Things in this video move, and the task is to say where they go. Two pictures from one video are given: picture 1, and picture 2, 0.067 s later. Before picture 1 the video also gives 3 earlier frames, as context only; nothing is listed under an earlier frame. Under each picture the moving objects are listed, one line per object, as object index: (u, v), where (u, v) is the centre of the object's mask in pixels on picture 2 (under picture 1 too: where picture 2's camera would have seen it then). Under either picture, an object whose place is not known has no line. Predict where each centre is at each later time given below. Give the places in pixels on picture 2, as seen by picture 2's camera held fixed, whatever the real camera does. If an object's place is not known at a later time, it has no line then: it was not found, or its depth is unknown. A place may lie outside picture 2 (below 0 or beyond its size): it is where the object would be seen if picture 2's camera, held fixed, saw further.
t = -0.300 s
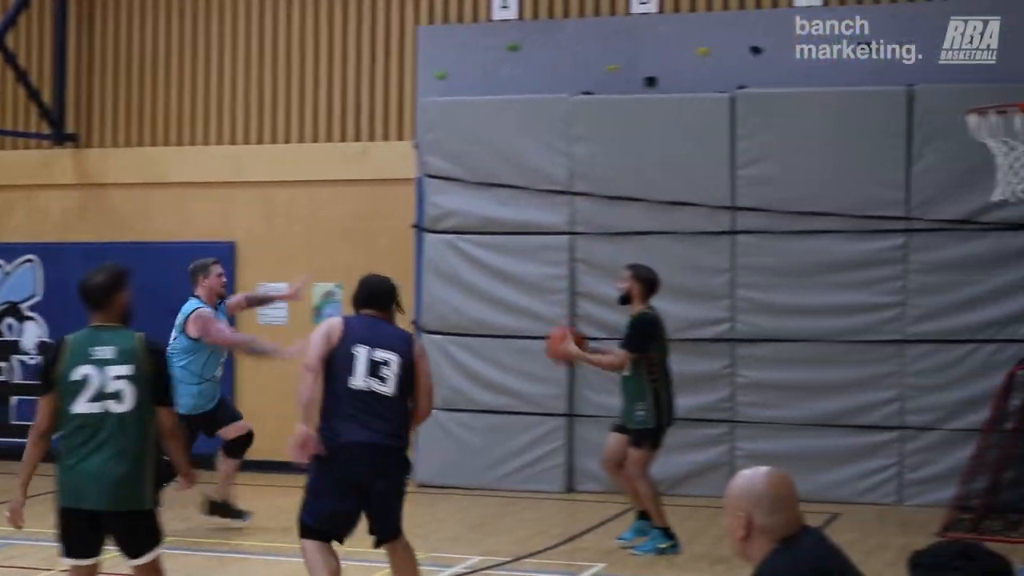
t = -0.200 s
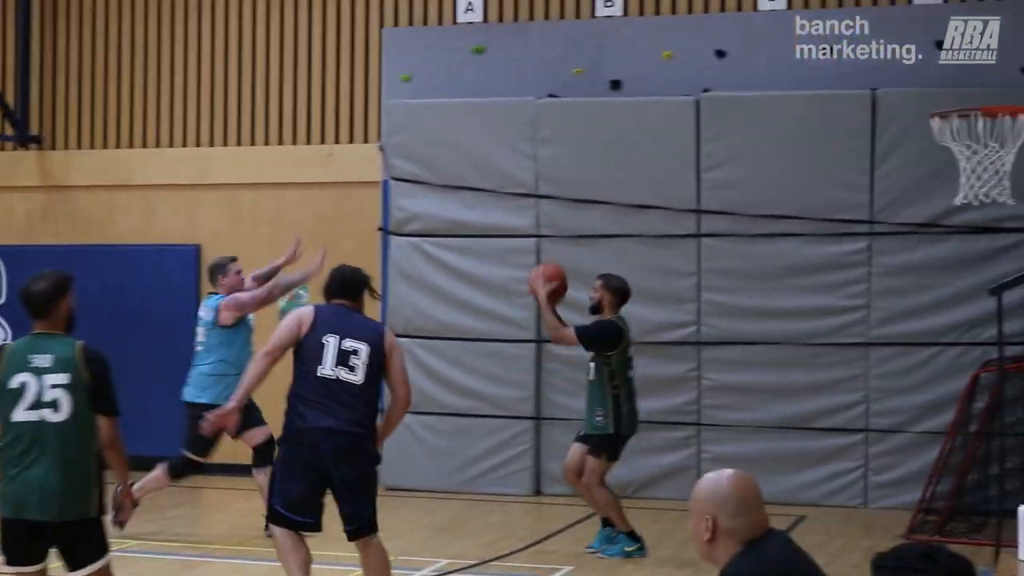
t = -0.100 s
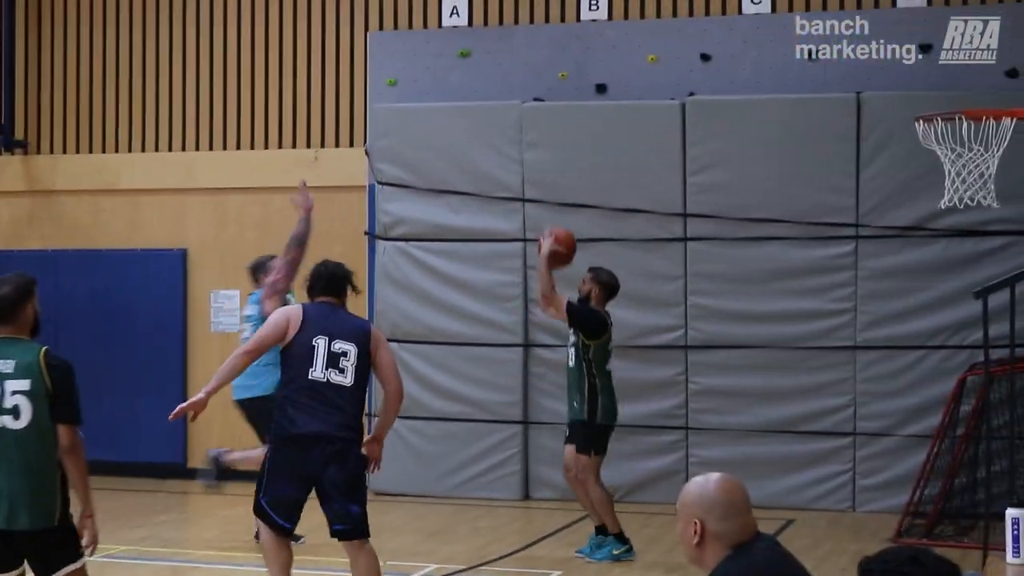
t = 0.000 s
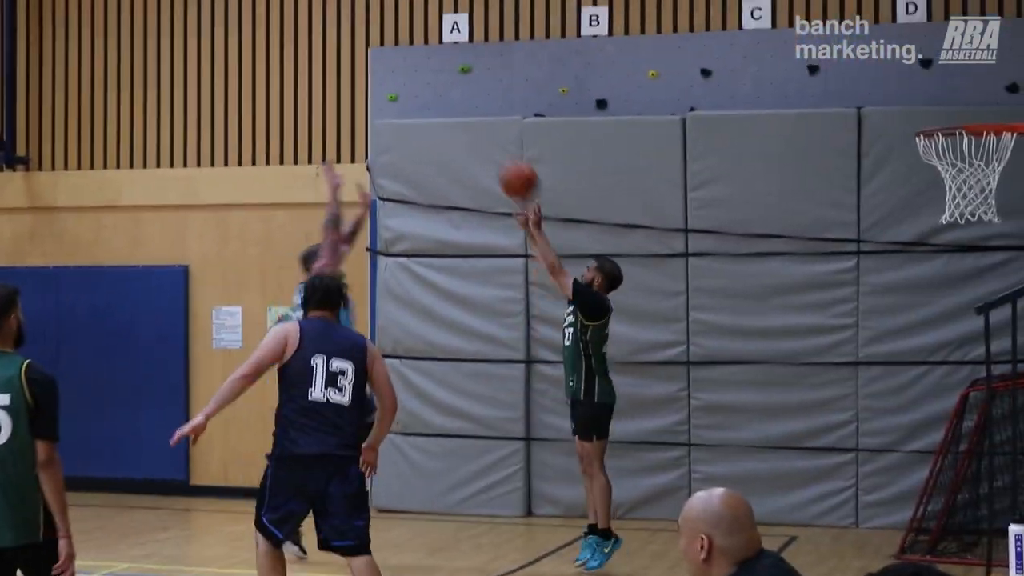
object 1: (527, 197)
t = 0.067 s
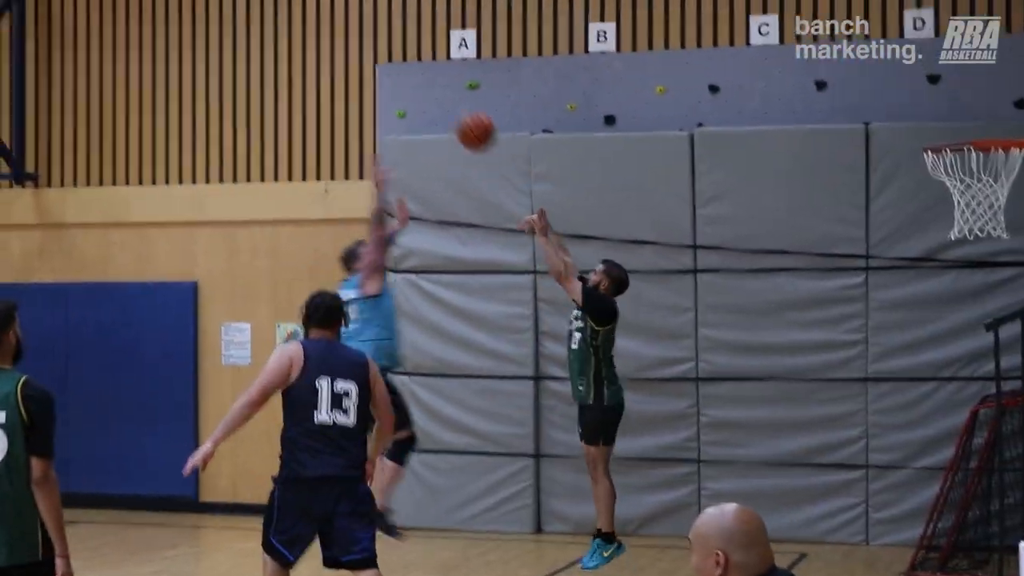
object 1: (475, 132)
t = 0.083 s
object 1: (463, 116)
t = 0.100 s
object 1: (450, 101)
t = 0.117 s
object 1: (437, 88)
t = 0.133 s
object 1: (424, 74)
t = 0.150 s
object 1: (412, 61)
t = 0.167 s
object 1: (398, 49)
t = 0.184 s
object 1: (387, 36)
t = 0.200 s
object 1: (374, 24)
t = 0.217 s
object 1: (362, 13)
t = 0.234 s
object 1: (350, 1)
